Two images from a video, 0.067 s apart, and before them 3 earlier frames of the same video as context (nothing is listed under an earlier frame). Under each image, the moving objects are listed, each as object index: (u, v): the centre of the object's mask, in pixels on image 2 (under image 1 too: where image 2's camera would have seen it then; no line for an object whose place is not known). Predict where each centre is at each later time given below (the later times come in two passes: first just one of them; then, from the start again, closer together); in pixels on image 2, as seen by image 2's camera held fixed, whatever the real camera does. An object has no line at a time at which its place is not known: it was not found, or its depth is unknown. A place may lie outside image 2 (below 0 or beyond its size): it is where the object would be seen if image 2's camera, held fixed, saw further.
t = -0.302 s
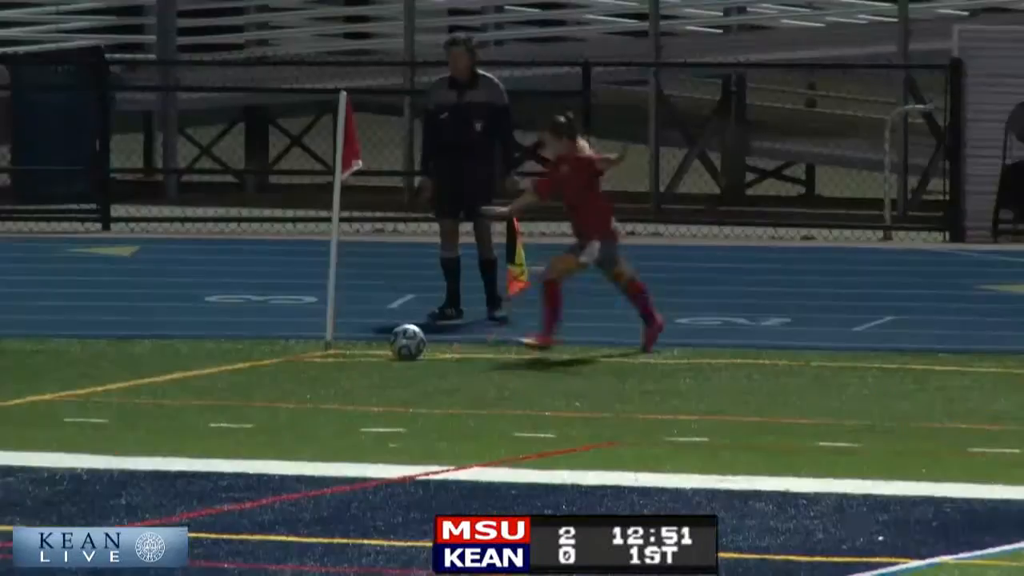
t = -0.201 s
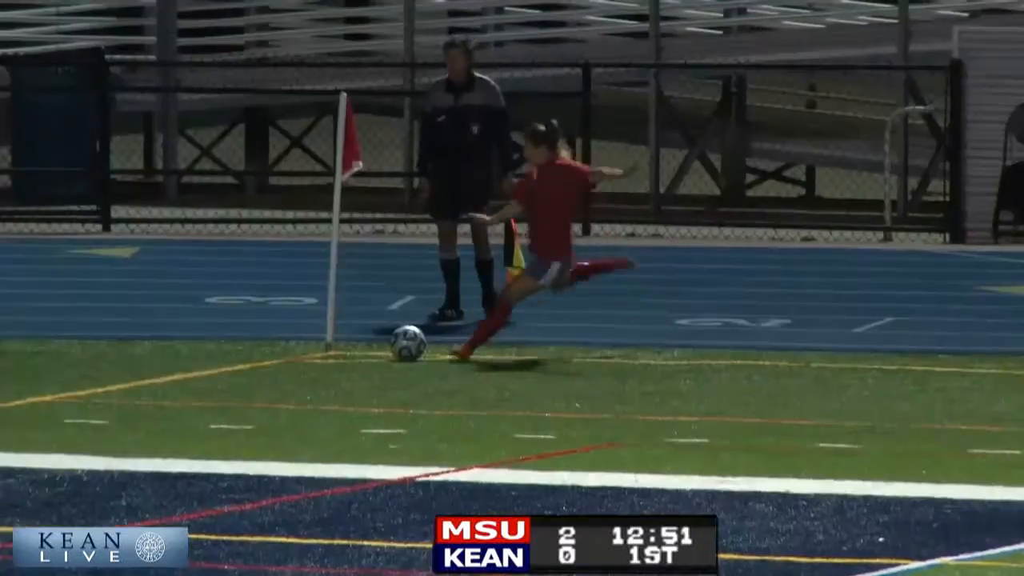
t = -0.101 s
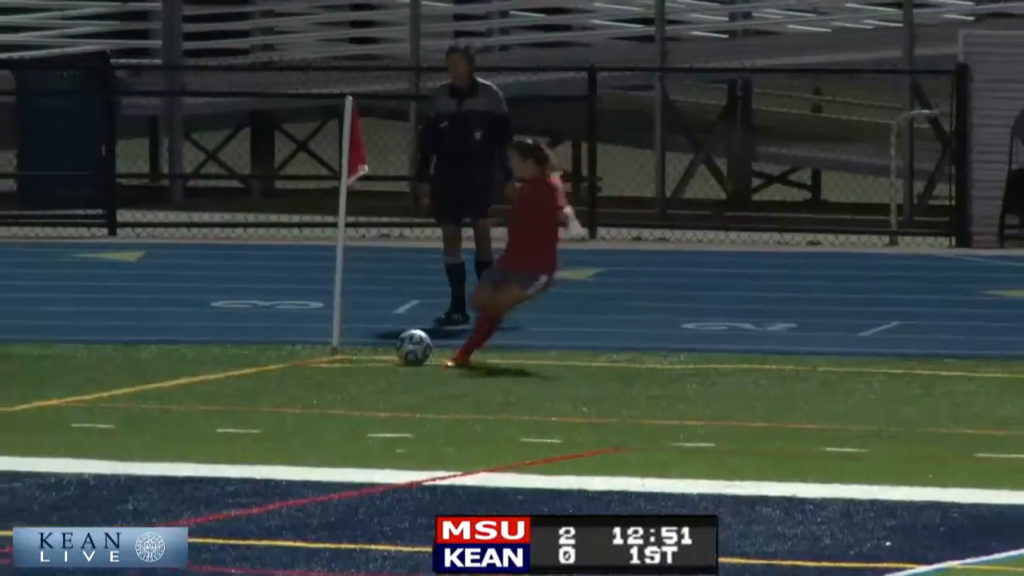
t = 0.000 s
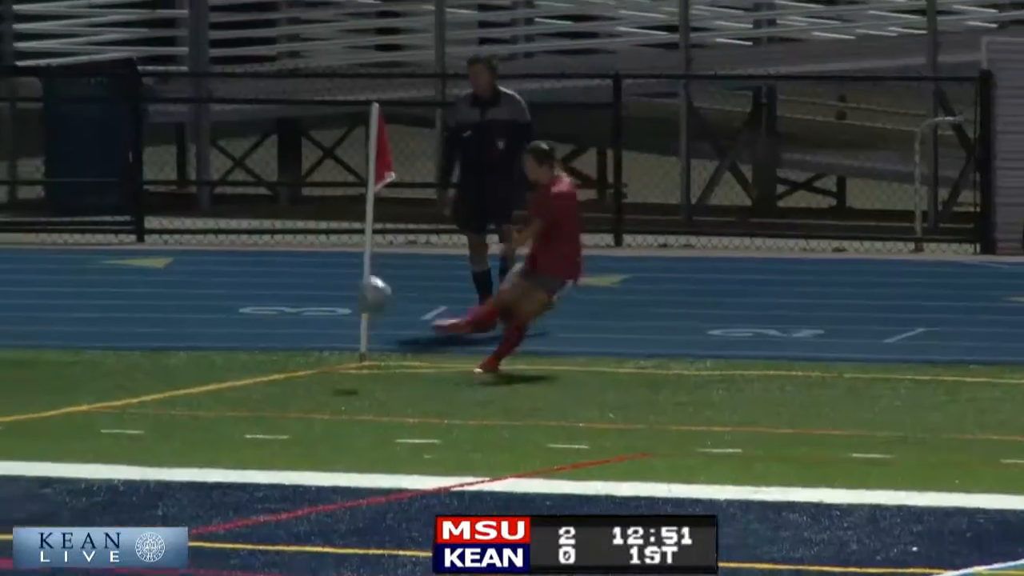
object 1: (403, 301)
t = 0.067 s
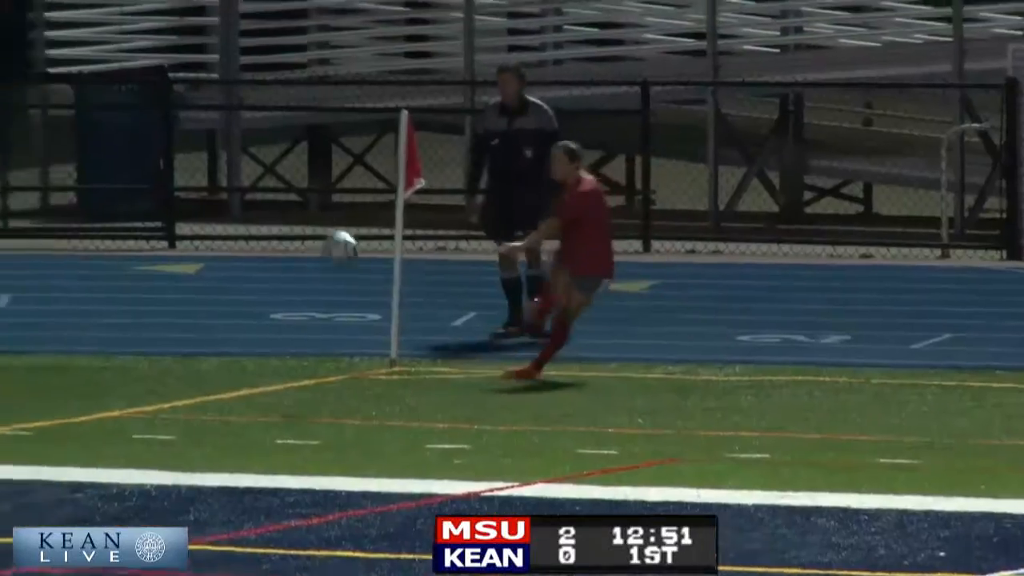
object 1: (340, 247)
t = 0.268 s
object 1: (170, 129)
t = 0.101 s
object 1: (310, 225)
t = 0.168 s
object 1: (254, 181)
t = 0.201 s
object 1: (223, 164)
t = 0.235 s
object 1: (196, 143)
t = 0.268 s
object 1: (170, 129)
